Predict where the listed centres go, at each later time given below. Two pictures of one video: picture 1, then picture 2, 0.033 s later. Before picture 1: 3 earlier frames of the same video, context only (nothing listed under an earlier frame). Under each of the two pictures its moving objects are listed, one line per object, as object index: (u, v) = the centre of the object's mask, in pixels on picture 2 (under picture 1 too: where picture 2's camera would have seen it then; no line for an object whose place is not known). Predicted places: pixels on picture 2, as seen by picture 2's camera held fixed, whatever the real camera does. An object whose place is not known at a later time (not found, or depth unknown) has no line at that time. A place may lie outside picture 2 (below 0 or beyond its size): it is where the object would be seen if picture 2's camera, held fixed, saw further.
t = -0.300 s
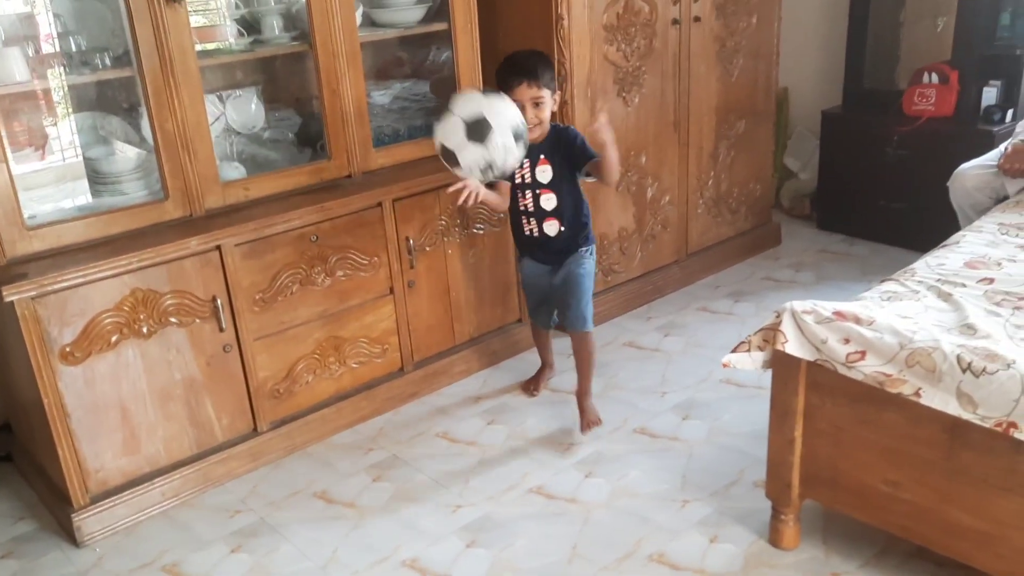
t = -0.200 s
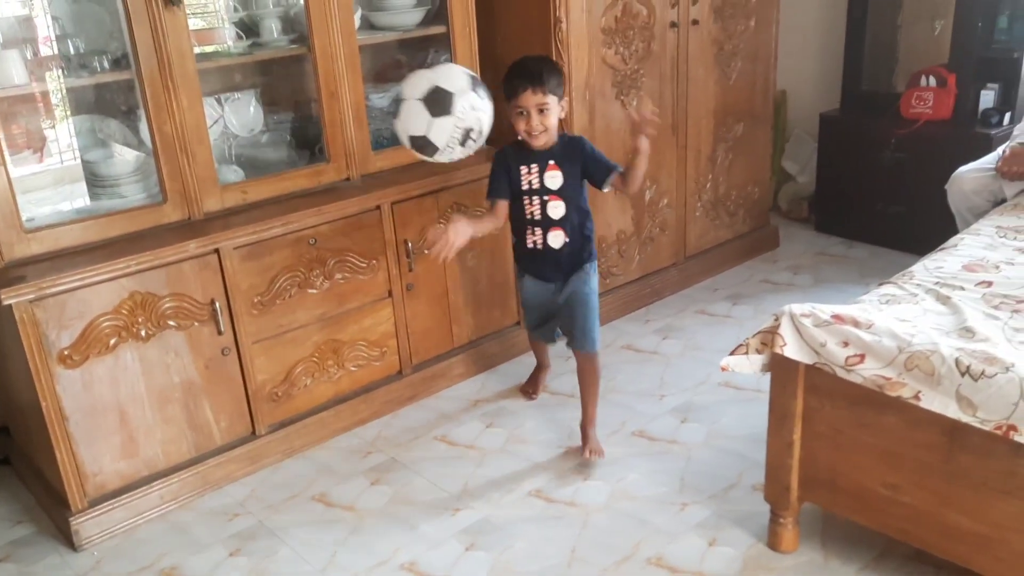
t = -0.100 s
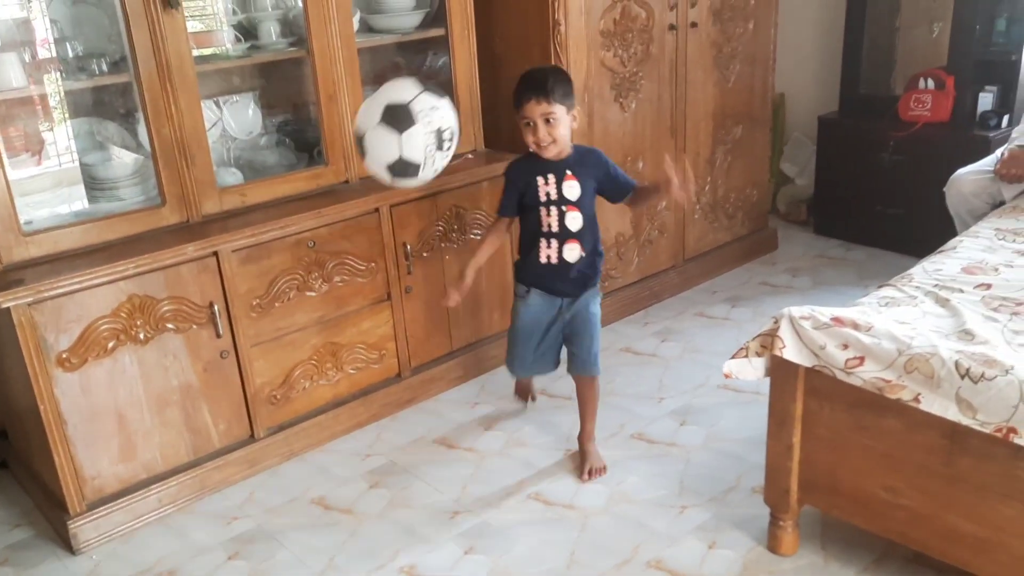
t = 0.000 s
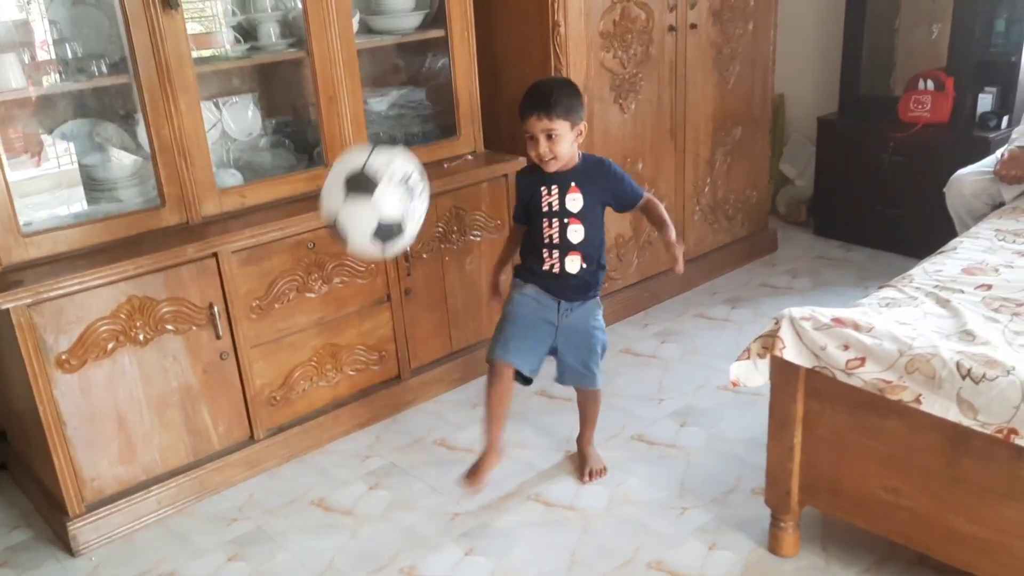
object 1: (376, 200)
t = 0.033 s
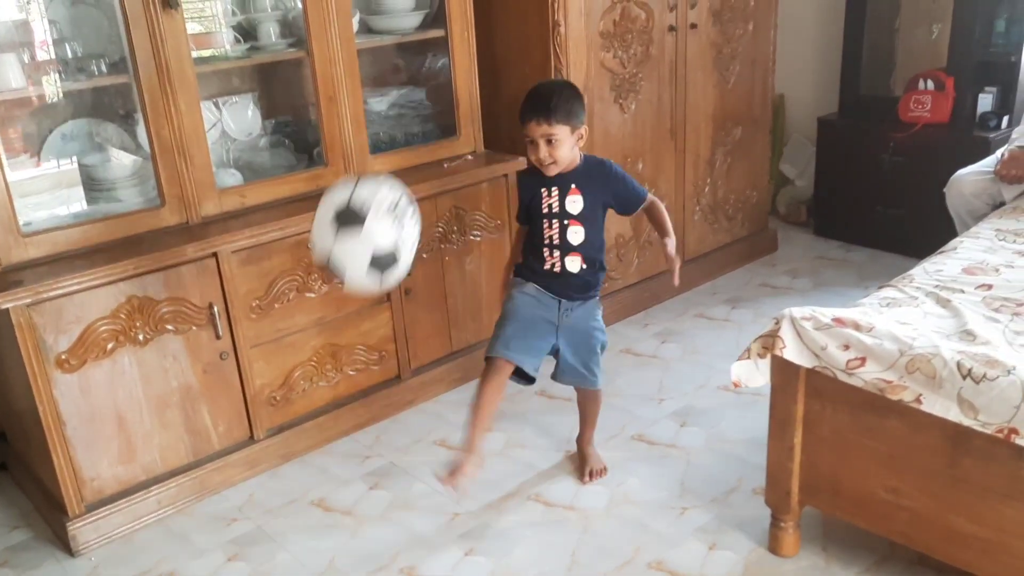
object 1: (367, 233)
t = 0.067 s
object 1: (358, 272)
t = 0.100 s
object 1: (351, 315)
